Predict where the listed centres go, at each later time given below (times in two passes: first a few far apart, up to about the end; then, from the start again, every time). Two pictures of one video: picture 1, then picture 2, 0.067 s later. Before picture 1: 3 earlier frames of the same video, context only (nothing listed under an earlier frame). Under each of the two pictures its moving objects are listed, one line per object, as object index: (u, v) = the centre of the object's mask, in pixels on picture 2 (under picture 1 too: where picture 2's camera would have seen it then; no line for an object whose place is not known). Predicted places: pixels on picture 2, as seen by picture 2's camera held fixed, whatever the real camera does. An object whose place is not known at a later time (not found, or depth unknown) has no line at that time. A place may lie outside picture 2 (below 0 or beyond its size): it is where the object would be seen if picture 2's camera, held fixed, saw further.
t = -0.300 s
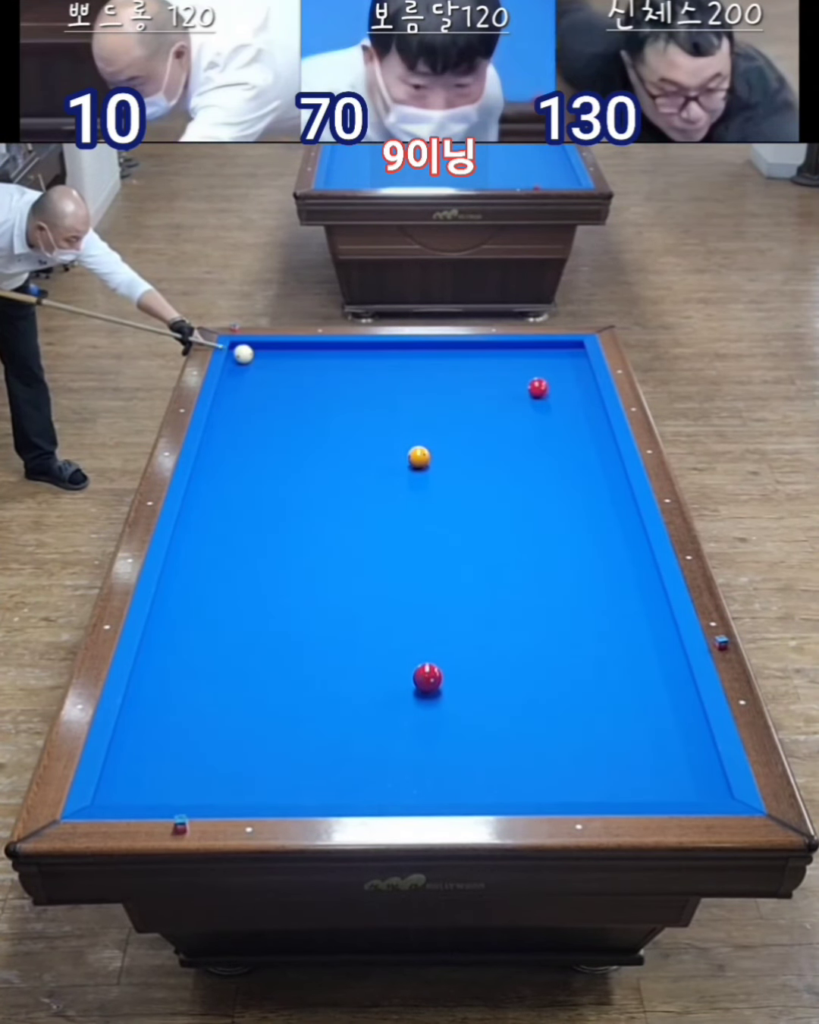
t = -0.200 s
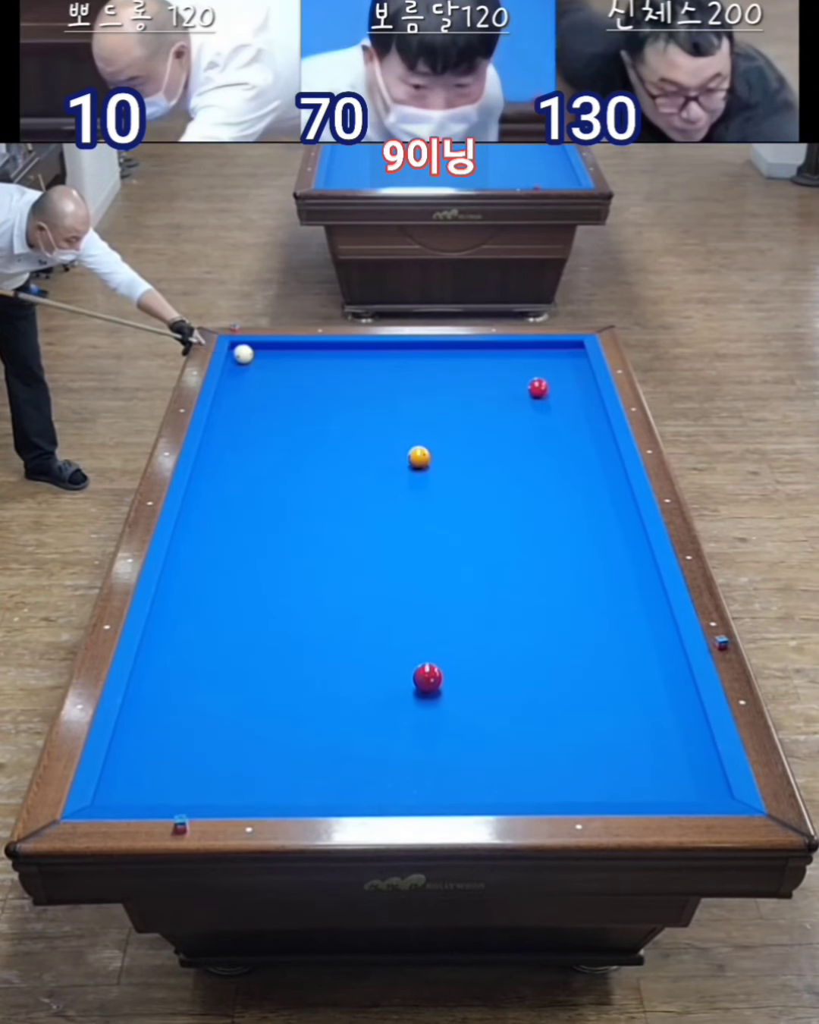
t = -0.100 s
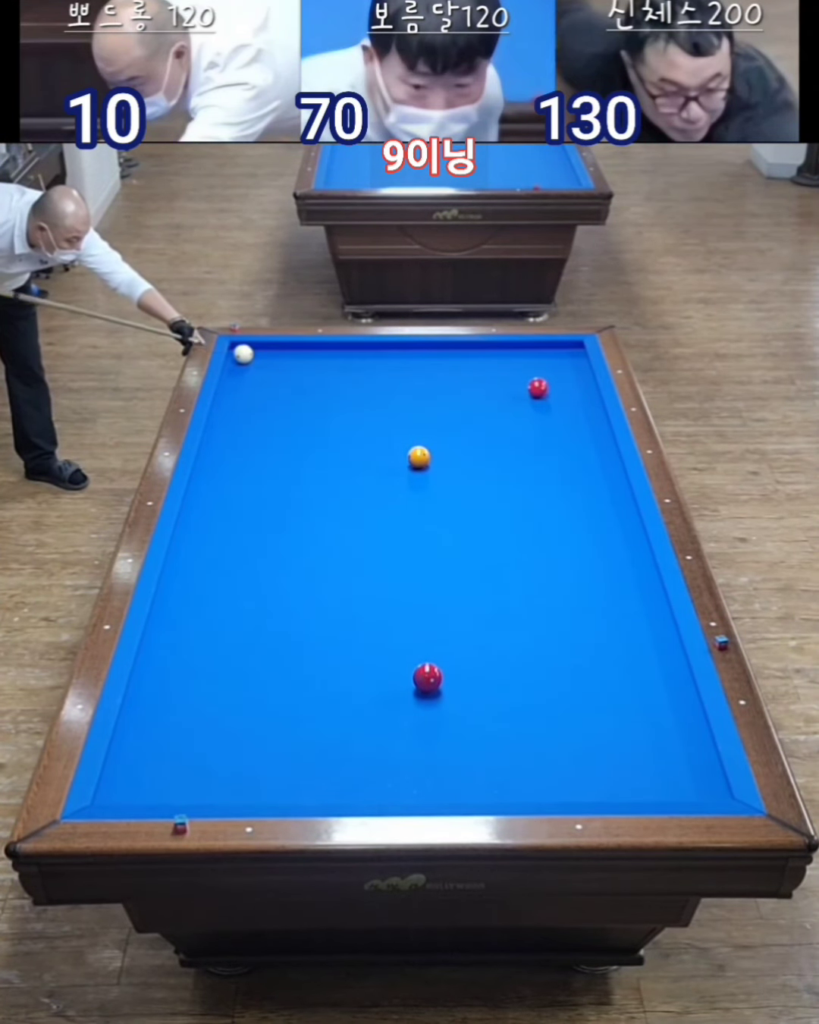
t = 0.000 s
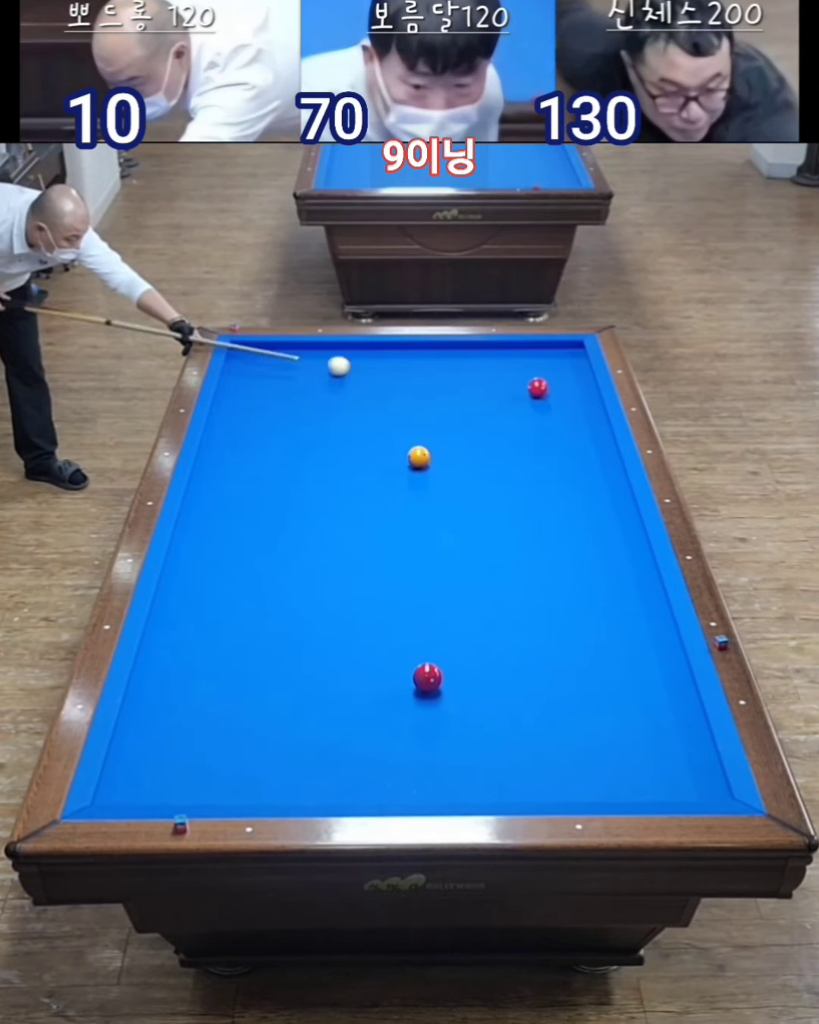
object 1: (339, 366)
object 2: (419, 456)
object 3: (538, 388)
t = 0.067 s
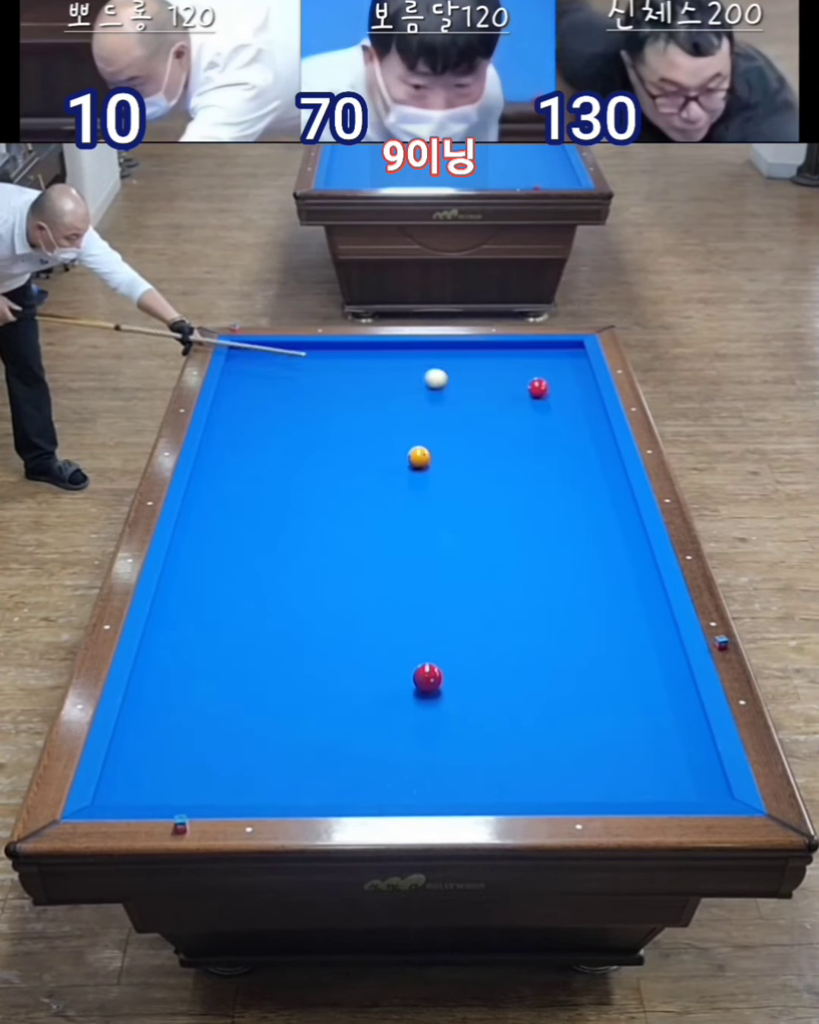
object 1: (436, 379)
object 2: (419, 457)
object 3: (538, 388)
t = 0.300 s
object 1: (599, 443)
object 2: (419, 457)
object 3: (494, 379)
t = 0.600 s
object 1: (545, 550)
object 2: (419, 456)
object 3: (311, 369)
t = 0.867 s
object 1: (472, 674)
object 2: (419, 457)
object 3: (281, 364)
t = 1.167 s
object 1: (349, 758)
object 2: (419, 457)
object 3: (370, 361)
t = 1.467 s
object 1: (211, 675)
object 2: (419, 457)
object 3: (454, 359)
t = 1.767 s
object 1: (203, 607)
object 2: (419, 456)
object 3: (533, 357)
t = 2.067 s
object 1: (280, 552)
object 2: (419, 457)
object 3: (565, 355)
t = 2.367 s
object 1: (345, 505)
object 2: (419, 456)
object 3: (528, 354)
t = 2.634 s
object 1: (394, 470)
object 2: (419, 456)
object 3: (500, 354)
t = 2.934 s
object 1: (404, 454)
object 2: (450, 441)
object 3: (472, 354)
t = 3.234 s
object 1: (405, 445)
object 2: (482, 425)
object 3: (448, 354)
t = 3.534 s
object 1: (406, 438)
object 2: (509, 411)
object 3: (429, 354)
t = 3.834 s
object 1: (407, 433)
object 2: (531, 400)
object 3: (414, 355)
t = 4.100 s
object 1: (407, 431)
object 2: (548, 392)
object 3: (405, 355)
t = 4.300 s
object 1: (407, 430)
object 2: (558, 386)
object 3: (400, 355)
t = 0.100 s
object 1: (486, 385)
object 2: (419, 457)
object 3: (538, 388)
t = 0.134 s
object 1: (521, 393)
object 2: (419, 457)
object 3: (554, 386)
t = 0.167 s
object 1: (531, 403)
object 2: (419, 457)
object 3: (588, 384)
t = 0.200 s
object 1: (543, 413)
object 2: (419, 457)
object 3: (561, 382)
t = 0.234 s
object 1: (559, 423)
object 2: (419, 457)
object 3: (537, 381)
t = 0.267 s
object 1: (578, 433)
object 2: (419, 456)
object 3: (515, 380)
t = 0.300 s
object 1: (599, 443)
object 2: (419, 457)
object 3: (494, 379)
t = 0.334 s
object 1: (604, 454)
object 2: (419, 456)
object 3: (473, 378)
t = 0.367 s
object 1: (595, 465)
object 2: (419, 456)
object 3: (452, 377)
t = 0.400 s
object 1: (589, 476)
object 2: (419, 456)
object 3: (432, 375)
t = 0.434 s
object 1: (582, 487)
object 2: (419, 456)
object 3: (411, 374)
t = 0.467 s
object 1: (575, 499)
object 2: (419, 456)
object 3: (391, 373)
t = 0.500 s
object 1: (568, 511)
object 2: (419, 457)
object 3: (370, 372)
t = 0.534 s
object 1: (561, 524)
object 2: (419, 456)
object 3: (350, 371)
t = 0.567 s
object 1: (553, 537)
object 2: (419, 457)
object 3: (331, 370)
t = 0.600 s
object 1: (545, 550)
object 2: (419, 456)
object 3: (311, 369)
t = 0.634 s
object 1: (537, 564)
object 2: (419, 456)
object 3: (291, 368)
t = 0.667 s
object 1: (529, 578)
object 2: (419, 456)
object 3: (272, 367)
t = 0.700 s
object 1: (520, 593)
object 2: (419, 456)
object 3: (252, 366)
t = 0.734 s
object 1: (511, 608)
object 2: (419, 456)
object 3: (234, 365)
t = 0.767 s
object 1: (502, 623)
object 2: (419, 456)
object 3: (248, 365)
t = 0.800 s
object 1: (492, 639)
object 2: (419, 457)
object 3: (260, 364)
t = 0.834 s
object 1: (483, 657)
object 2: (419, 457)
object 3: (271, 364)
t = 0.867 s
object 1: (472, 674)
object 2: (419, 457)
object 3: (281, 364)
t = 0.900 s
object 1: (462, 692)
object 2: (419, 456)
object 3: (291, 363)
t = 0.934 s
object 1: (451, 711)
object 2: (419, 457)
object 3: (301, 363)
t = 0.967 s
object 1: (439, 730)
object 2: (419, 457)
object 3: (311, 363)
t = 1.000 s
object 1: (427, 750)
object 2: (419, 457)
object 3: (321, 362)
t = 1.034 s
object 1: (415, 771)
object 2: (419, 457)
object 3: (331, 362)
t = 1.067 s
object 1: (403, 789)
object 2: (419, 456)
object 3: (341, 362)
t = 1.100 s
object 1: (384, 783)
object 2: (419, 457)
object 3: (351, 362)
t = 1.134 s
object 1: (366, 769)
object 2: (419, 457)
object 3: (360, 362)
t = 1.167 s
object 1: (349, 758)
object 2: (419, 457)
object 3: (370, 361)
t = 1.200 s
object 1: (332, 748)
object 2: (419, 457)
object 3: (380, 361)
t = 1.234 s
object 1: (316, 738)
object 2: (419, 457)
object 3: (389, 361)
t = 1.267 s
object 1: (300, 728)
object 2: (419, 457)
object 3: (399, 361)
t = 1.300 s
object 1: (284, 719)
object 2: (419, 457)
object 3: (408, 360)
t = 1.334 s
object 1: (268, 710)
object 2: (419, 457)
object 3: (418, 360)
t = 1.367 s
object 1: (254, 701)
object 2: (419, 457)
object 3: (427, 360)
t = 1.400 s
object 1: (239, 692)
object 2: (419, 457)
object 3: (436, 360)
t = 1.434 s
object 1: (225, 683)
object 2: (419, 457)
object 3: (445, 359)
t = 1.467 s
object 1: (211, 675)
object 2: (419, 457)
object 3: (454, 359)
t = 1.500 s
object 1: (197, 667)
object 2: (419, 457)
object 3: (464, 359)
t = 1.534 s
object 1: (184, 659)
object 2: (419, 457)
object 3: (472, 359)
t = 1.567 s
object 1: (171, 651)
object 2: (419, 457)
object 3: (481, 358)
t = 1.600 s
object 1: (158, 643)
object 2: (419, 457)
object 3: (490, 358)
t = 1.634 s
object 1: (164, 635)
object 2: (419, 457)
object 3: (499, 358)
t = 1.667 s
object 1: (174, 629)
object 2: (419, 457)
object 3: (508, 357)
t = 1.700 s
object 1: (184, 621)
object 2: (419, 457)
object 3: (516, 357)
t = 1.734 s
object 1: (193, 614)
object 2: (419, 456)
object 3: (525, 357)
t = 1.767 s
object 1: (203, 607)
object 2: (419, 456)
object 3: (533, 357)
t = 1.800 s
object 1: (212, 600)
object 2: (419, 456)
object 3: (542, 356)
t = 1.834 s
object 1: (221, 594)
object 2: (419, 456)
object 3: (550, 356)
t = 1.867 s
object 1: (230, 588)
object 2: (419, 457)
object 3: (558, 356)
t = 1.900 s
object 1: (239, 581)
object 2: (419, 456)
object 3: (566, 356)
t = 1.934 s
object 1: (247, 575)
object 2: (419, 457)
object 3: (575, 355)
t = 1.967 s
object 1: (256, 569)
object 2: (419, 457)
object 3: (578, 355)
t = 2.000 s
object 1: (264, 563)
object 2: (419, 457)
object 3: (573, 355)
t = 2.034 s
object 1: (272, 557)
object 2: (419, 457)
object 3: (569, 355)
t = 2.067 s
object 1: (280, 552)
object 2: (419, 457)
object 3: (565, 355)
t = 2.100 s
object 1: (288, 546)
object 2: (419, 456)
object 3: (560, 354)
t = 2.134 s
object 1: (296, 540)
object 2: (419, 456)
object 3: (556, 354)
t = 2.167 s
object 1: (303, 535)
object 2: (419, 456)
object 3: (552, 354)
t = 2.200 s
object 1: (310, 530)
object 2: (419, 456)
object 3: (548, 354)
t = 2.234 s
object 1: (317, 525)
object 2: (419, 456)
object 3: (544, 354)
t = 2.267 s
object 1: (324, 520)
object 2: (419, 456)
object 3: (540, 354)
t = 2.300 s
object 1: (331, 515)
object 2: (419, 456)
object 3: (536, 354)
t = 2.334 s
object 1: (338, 510)
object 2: (419, 456)
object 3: (532, 354)
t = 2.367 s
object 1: (345, 505)
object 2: (419, 456)
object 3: (528, 354)
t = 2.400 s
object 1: (351, 500)
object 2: (419, 456)
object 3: (525, 354)
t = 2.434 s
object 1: (358, 496)
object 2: (419, 456)
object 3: (521, 354)
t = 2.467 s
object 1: (364, 491)
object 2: (419, 456)
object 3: (517, 354)
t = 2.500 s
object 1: (370, 487)
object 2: (420, 456)
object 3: (514, 354)
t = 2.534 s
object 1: (377, 482)
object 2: (420, 456)
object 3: (510, 354)
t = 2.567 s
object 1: (382, 478)
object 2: (420, 456)
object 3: (507, 354)
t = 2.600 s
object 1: (388, 474)
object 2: (420, 456)
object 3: (503, 354)
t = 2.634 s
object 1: (394, 470)
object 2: (419, 456)
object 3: (500, 354)
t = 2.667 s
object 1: (399, 466)
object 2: (420, 456)
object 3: (497, 354)
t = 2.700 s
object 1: (402, 463)
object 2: (422, 455)
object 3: (494, 354)
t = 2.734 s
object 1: (403, 462)
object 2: (427, 453)
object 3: (490, 354)
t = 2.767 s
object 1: (403, 461)
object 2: (430, 450)
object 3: (487, 354)
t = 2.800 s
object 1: (403, 459)
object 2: (435, 448)
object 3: (484, 354)
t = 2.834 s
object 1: (403, 458)
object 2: (439, 447)
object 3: (481, 354)
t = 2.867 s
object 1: (403, 457)
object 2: (443, 444)
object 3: (478, 354)
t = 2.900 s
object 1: (403, 455)
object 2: (447, 443)
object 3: (475, 354)
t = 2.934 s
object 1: (404, 454)
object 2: (450, 441)
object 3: (472, 354)
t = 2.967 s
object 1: (404, 453)
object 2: (454, 439)
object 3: (469, 354)
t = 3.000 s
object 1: (404, 452)
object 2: (458, 437)
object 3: (466, 354)
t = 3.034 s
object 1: (404, 451)
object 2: (461, 435)
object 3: (463, 354)
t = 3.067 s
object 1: (404, 450)
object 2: (465, 433)
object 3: (461, 354)
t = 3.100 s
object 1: (404, 449)
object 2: (468, 432)
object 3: (458, 354)
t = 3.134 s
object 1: (404, 448)
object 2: (472, 430)
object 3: (456, 354)
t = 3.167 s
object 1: (404, 447)
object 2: (475, 428)
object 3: (453, 354)
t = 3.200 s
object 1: (404, 446)
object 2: (479, 426)
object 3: (450, 354)
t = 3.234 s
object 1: (405, 445)
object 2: (482, 425)
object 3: (448, 354)
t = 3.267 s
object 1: (405, 444)
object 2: (485, 423)
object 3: (446, 354)
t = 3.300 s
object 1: (405, 443)
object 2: (488, 421)
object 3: (444, 354)
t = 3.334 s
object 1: (405, 442)
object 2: (491, 420)
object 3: (441, 354)
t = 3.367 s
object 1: (406, 441)
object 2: (494, 418)
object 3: (439, 354)
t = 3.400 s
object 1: (406, 439)
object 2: (497, 417)
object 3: (437, 354)
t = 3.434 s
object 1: (405, 440)
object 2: (500, 415)
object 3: (435, 354)
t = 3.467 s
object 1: (405, 439)
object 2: (503, 414)
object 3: (433, 354)
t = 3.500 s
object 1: (406, 438)
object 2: (506, 412)
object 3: (431, 354)
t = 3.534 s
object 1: (406, 438)
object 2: (509, 411)
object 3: (429, 354)
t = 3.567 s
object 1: (406, 437)
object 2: (511, 410)
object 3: (427, 354)
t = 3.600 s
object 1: (406, 436)
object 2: (514, 408)
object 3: (426, 354)
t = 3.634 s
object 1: (406, 436)
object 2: (517, 407)
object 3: (424, 354)
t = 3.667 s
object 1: (406, 436)
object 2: (519, 406)
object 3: (422, 354)
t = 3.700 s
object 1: (406, 435)
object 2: (521, 405)
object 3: (420, 355)
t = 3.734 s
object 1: (407, 435)
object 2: (524, 404)
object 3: (418, 355)
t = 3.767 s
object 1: (407, 435)
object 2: (526, 403)
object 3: (417, 355)
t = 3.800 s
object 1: (407, 434)
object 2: (528, 401)
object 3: (416, 355)
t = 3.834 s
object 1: (407, 433)
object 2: (531, 400)
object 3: (414, 355)
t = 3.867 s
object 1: (407, 433)
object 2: (533, 399)
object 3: (413, 355)
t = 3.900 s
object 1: (407, 433)
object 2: (535, 398)
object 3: (412, 355)
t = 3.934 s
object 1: (407, 432)
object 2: (537, 397)
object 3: (410, 355)
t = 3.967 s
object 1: (407, 432)
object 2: (540, 396)
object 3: (409, 355)
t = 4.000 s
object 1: (407, 432)
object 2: (542, 395)
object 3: (408, 355)
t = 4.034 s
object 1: (407, 431)
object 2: (544, 394)
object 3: (407, 355)
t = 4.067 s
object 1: (407, 431)
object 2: (546, 393)
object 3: (405, 355)
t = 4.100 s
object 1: (407, 431)
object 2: (548, 392)
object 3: (405, 355)
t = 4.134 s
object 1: (407, 431)
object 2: (550, 390)
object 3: (404, 355)
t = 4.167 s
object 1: (407, 430)
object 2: (552, 390)
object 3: (403, 355)
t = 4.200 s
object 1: (407, 430)
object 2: (553, 389)
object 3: (402, 355)
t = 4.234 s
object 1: (407, 430)
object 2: (555, 388)
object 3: (401, 355)
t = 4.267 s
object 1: (407, 430)
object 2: (557, 387)
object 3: (400, 355)
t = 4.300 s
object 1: (407, 430)
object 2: (558, 386)
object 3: (400, 355)
